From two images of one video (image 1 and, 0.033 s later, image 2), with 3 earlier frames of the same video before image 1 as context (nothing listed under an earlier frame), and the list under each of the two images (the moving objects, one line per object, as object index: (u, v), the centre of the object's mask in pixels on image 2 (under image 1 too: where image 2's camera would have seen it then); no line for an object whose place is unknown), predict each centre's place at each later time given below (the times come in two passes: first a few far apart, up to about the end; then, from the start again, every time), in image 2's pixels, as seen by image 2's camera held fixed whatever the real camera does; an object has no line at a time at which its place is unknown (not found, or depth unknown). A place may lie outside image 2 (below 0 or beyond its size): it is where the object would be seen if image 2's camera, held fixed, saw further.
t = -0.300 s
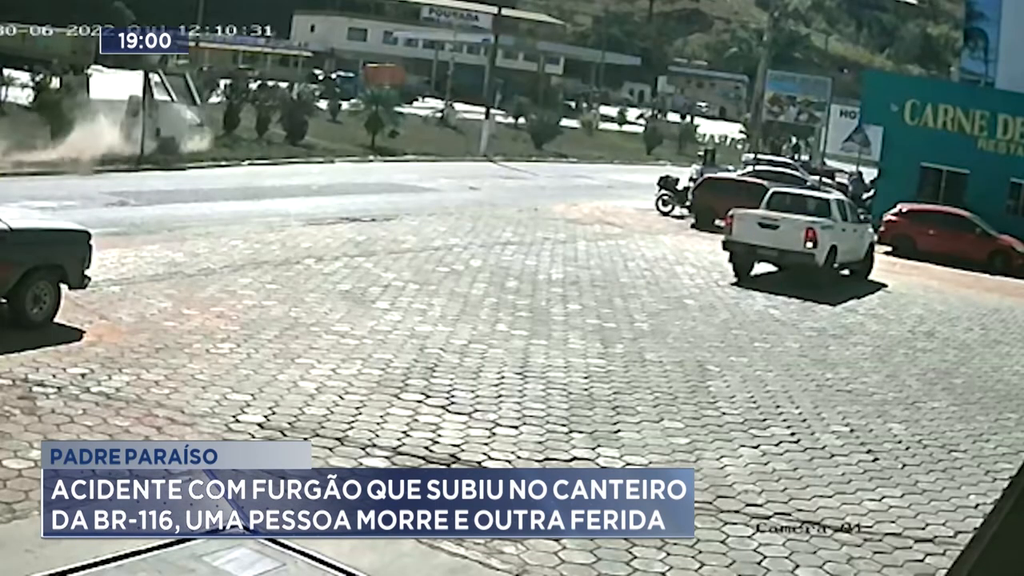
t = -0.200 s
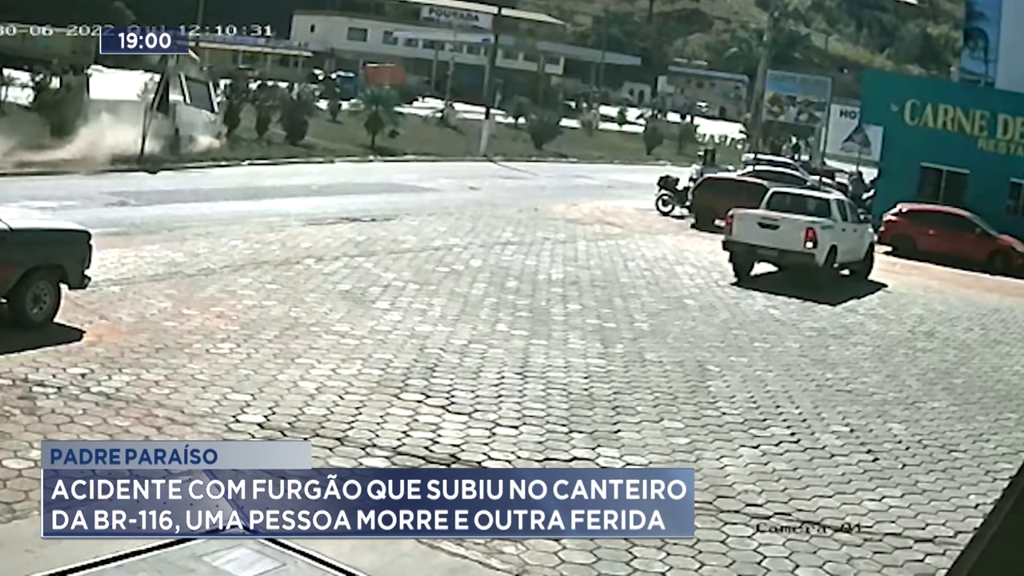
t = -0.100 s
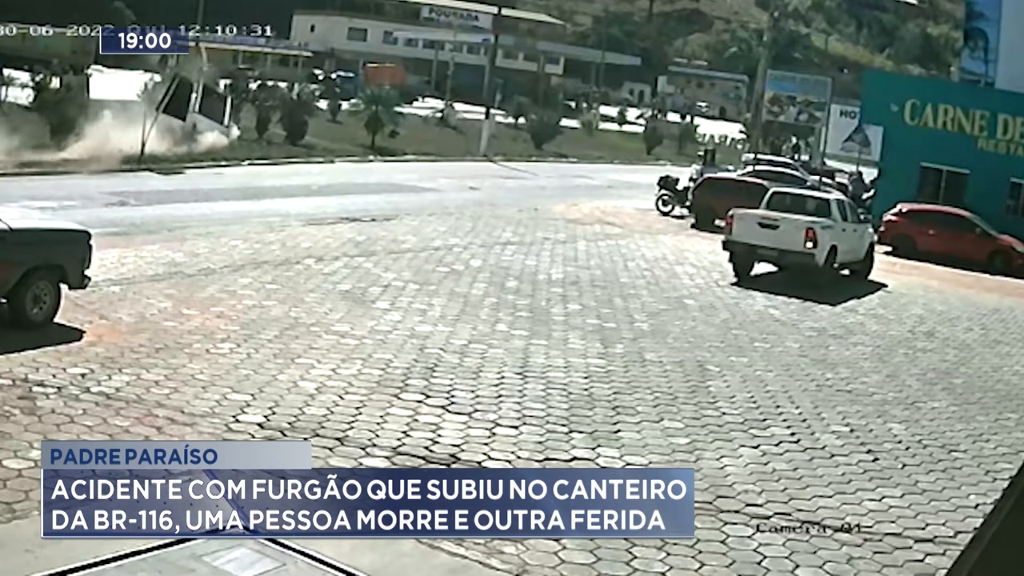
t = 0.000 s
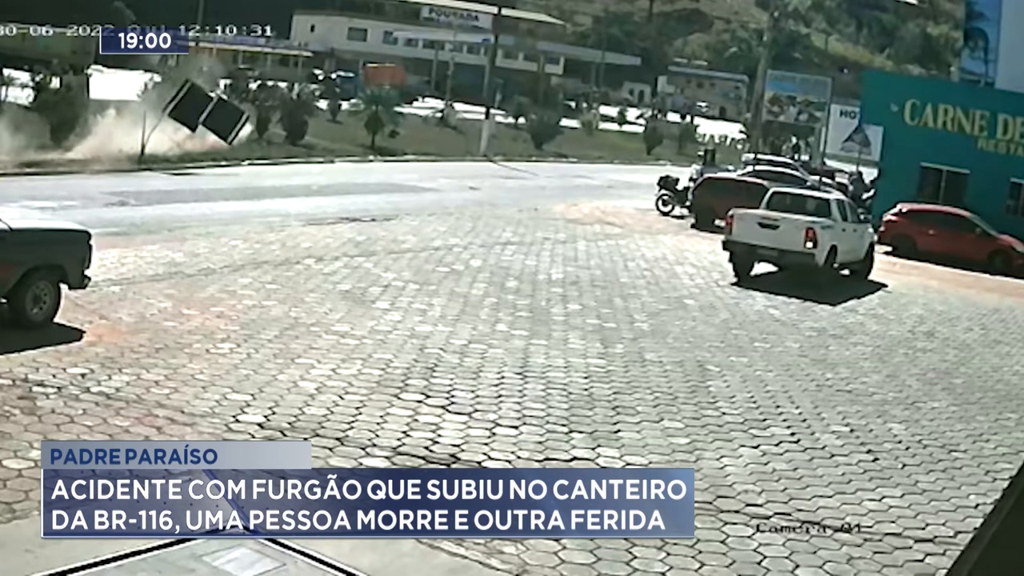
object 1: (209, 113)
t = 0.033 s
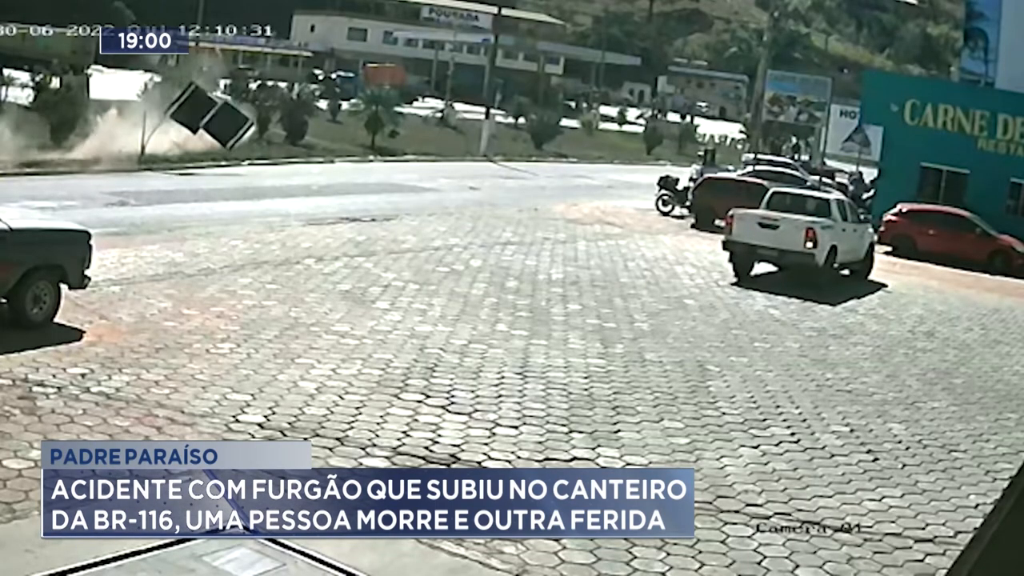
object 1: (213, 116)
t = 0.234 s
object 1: (226, 131)
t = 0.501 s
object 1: (220, 153)
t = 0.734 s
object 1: (220, 157)
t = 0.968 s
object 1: (235, 160)
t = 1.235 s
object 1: (235, 161)
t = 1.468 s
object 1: (239, 168)
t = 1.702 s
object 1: (237, 166)
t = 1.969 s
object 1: (236, 166)
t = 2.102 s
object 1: (237, 166)
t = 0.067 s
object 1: (214, 118)
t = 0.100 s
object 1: (216, 123)
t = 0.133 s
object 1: (220, 126)
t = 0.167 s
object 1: (222, 130)
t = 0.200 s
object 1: (224, 131)
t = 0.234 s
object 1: (226, 131)
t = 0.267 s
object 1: (228, 131)
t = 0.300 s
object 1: (229, 133)
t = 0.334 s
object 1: (220, 148)
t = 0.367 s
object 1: (219, 150)
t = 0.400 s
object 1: (219, 151)
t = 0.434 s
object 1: (220, 152)
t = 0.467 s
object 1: (220, 152)
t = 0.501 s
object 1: (220, 153)
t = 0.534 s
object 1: (220, 153)
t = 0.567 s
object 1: (220, 154)
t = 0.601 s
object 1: (220, 155)
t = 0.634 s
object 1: (220, 156)
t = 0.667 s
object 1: (218, 156)
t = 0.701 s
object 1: (220, 156)
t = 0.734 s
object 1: (220, 157)
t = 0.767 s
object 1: (221, 159)
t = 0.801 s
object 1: (220, 161)
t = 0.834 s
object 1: (216, 159)
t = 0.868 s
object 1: (217, 162)
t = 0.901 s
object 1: (235, 161)
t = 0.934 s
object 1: (235, 160)
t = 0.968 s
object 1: (235, 160)
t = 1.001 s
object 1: (236, 160)
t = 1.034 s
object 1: (235, 160)
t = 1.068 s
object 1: (236, 160)
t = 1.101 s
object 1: (236, 160)
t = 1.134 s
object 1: (235, 160)
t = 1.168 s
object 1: (235, 160)
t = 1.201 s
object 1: (236, 161)
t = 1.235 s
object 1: (235, 161)
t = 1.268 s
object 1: (235, 161)
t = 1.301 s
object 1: (236, 163)
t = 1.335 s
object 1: (235, 164)
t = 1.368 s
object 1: (237, 166)
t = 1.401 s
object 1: (236, 166)
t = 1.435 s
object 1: (237, 167)
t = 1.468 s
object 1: (239, 168)
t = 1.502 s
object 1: (236, 168)
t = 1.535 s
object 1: (235, 168)
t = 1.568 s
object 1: (238, 168)
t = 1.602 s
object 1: (236, 167)
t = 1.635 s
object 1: (236, 167)
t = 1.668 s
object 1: (237, 166)
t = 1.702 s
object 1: (237, 166)
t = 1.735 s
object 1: (237, 166)
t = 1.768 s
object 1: (236, 166)
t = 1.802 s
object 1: (236, 166)
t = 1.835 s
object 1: (236, 166)
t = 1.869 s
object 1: (236, 166)
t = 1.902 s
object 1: (236, 166)
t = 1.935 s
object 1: (236, 166)
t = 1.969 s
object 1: (236, 166)
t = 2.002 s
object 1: (237, 166)
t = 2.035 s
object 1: (237, 166)
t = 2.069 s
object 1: (237, 166)
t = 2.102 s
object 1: (237, 166)
